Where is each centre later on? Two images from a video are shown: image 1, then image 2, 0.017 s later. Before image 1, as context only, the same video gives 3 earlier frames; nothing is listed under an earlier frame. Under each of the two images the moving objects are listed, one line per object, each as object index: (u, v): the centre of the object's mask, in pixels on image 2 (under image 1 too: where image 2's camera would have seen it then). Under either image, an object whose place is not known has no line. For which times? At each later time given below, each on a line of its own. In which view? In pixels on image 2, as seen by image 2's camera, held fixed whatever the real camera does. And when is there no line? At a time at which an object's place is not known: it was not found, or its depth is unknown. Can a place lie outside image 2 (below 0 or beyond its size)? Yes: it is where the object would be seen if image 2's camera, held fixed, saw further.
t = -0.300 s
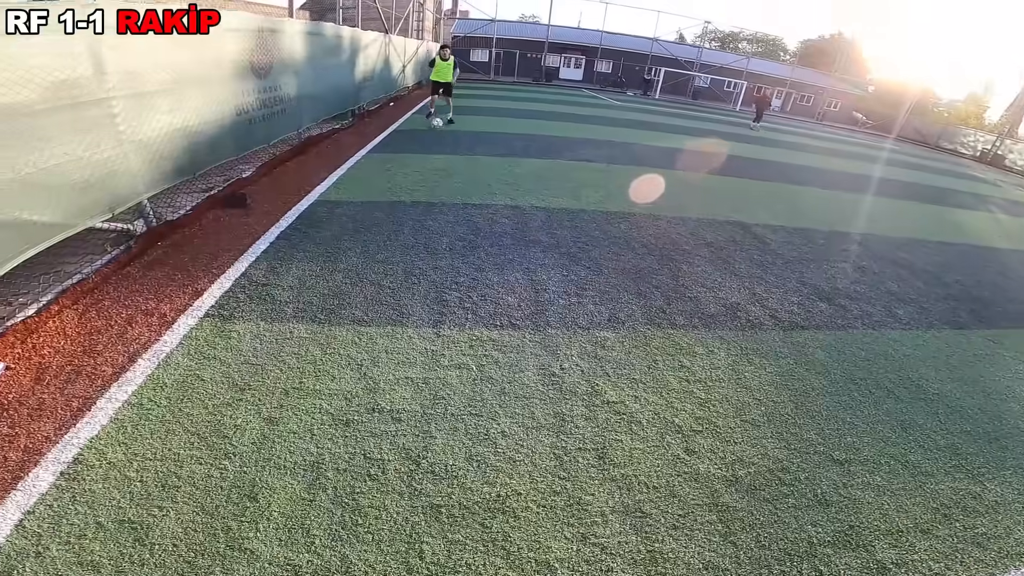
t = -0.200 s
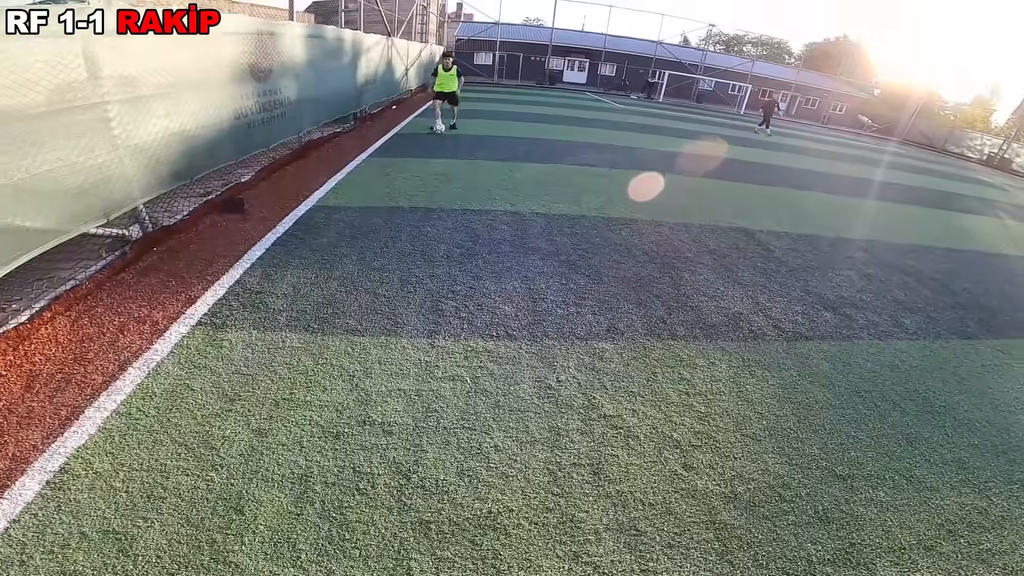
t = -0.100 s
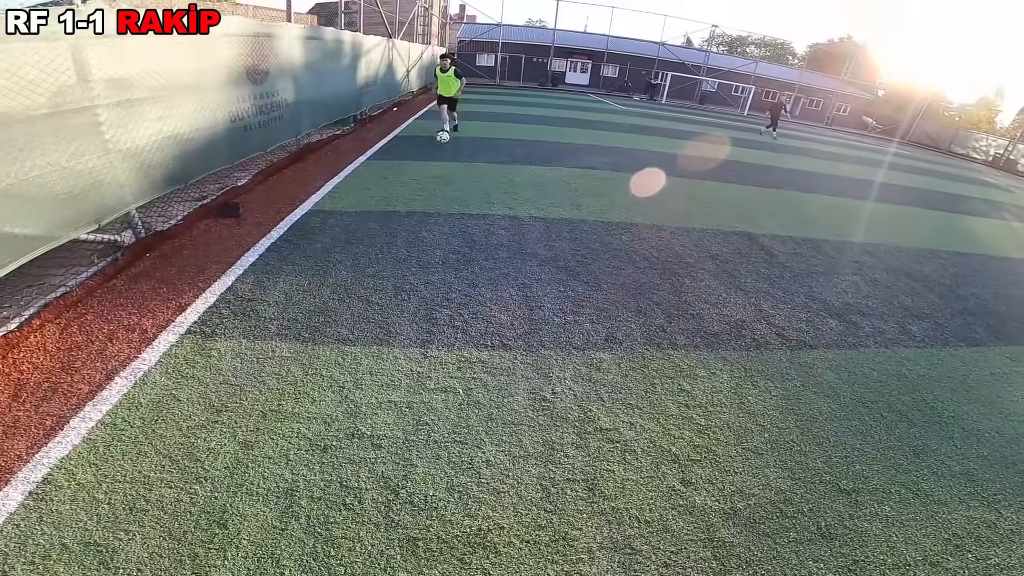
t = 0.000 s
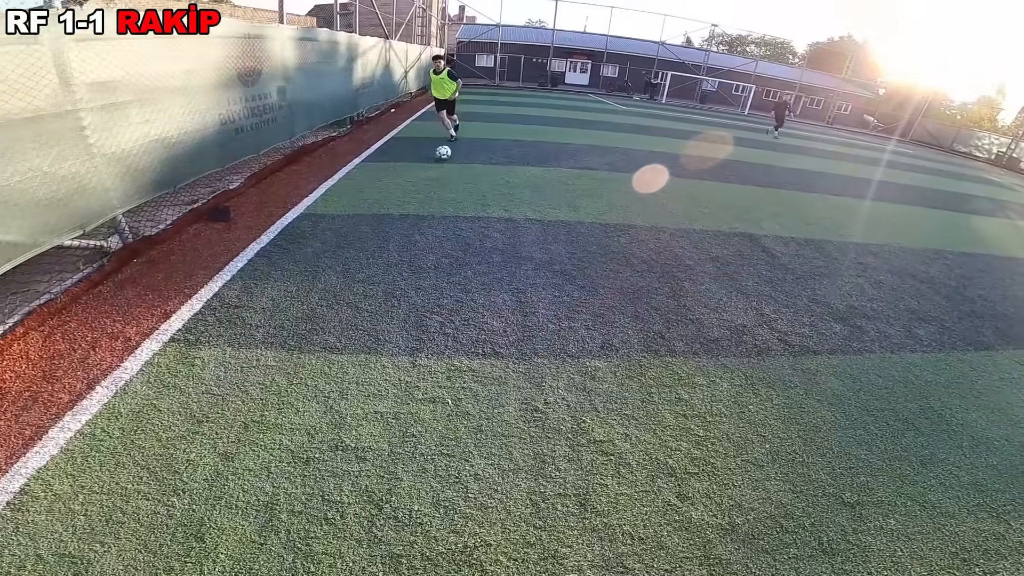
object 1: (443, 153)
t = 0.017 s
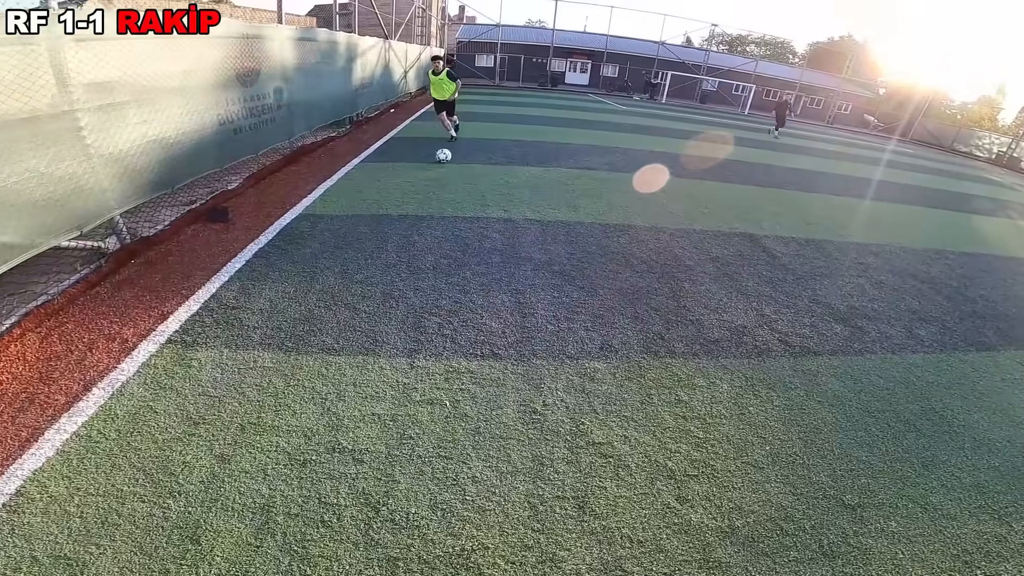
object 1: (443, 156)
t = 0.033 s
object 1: (444, 157)
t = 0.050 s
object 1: (445, 158)
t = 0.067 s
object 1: (445, 160)
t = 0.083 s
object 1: (446, 162)
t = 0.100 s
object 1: (446, 164)
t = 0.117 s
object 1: (447, 167)
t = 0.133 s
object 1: (448, 170)
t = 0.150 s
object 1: (448, 173)
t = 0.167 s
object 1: (449, 177)
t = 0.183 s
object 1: (450, 181)
